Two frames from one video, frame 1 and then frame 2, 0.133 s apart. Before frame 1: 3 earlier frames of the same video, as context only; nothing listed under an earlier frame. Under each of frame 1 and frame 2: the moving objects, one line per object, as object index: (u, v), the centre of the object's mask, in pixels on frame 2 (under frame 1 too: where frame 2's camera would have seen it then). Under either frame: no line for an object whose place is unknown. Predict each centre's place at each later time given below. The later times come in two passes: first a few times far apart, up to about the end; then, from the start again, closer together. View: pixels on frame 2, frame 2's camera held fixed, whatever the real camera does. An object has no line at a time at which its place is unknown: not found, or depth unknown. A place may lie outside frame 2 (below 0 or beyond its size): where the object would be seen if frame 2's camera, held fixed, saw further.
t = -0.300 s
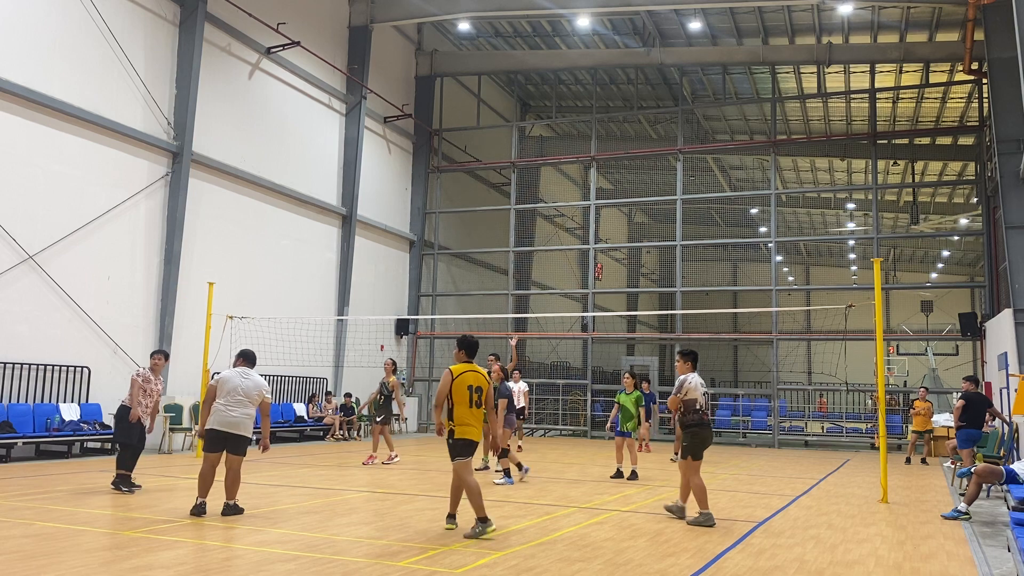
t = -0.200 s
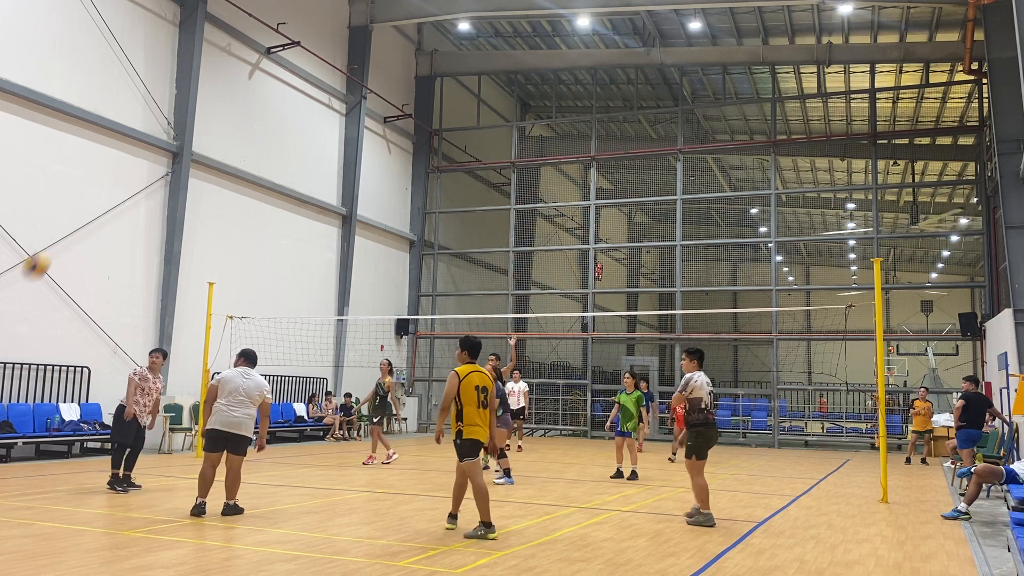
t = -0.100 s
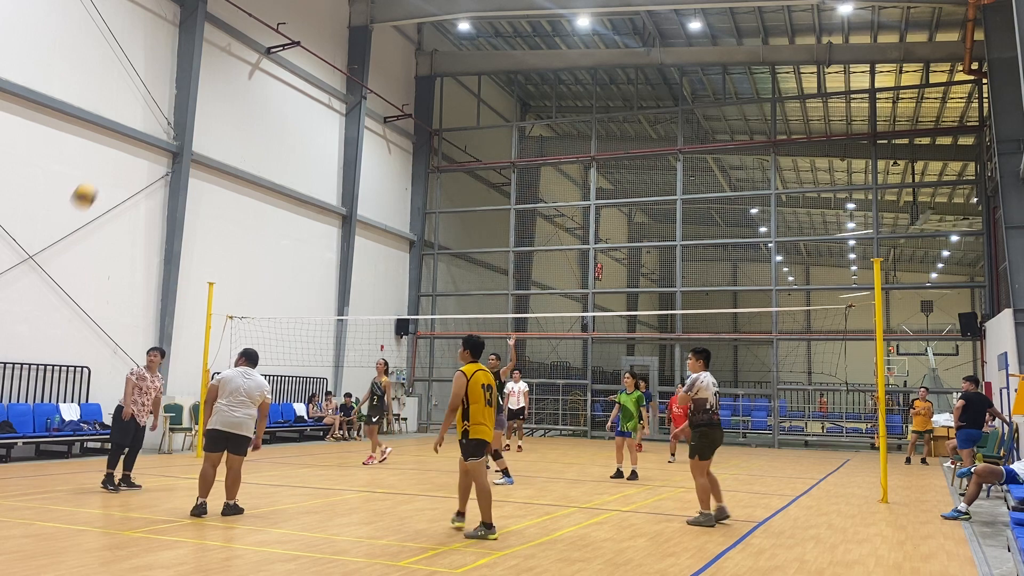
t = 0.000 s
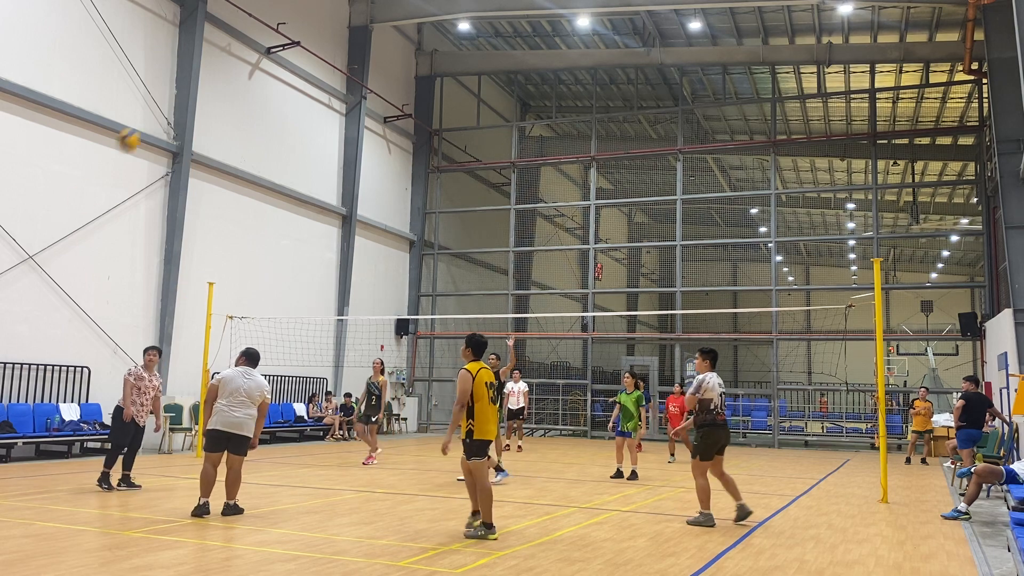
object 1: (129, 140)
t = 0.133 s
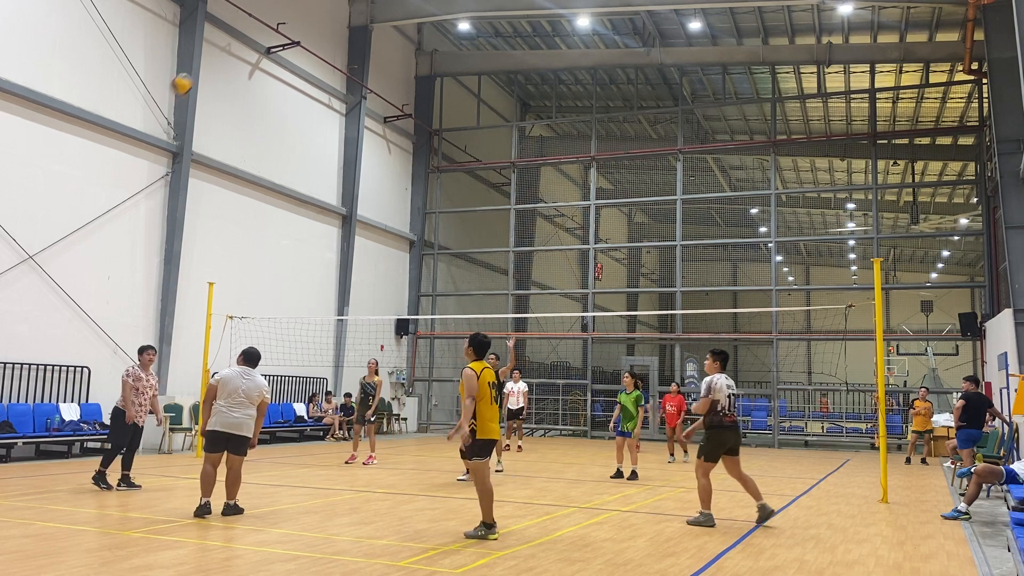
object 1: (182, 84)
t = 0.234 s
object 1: (219, 55)
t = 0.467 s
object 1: (292, 25)
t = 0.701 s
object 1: (358, 41)
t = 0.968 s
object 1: (425, 111)
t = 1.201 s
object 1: (478, 211)
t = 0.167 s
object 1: (193, 74)
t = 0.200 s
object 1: (205, 64)
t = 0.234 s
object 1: (219, 55)
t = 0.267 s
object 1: (229, 49)
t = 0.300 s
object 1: (240, 42)
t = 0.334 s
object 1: (250, 37)
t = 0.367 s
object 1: (262, 32)
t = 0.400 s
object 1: (272, 29)
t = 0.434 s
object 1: (283, 27)
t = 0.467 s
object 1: (292, 25)
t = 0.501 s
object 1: (303, 25)
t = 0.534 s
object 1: (312, 25)
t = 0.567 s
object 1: (322, 27)
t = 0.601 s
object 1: (331, 29)
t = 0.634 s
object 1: (341, 33)
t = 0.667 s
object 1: (350, 37)
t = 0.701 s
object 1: (358, 41)
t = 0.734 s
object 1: (367, 47)
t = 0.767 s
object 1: (377, 54)
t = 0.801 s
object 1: (385, 61)
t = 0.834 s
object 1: (393, 70)
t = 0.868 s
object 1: (402, 79)
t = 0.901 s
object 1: (410, 89)
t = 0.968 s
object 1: (425, 111)
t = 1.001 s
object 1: (434, 123)
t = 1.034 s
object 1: (442, 136)
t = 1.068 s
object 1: (449, 150)
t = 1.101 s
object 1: (457, 164)
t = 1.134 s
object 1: (463, 179)
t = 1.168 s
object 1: (471, 195)
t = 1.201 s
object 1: (478, 211)
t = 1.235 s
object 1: (485, 229)
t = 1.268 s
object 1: (491, 246)
